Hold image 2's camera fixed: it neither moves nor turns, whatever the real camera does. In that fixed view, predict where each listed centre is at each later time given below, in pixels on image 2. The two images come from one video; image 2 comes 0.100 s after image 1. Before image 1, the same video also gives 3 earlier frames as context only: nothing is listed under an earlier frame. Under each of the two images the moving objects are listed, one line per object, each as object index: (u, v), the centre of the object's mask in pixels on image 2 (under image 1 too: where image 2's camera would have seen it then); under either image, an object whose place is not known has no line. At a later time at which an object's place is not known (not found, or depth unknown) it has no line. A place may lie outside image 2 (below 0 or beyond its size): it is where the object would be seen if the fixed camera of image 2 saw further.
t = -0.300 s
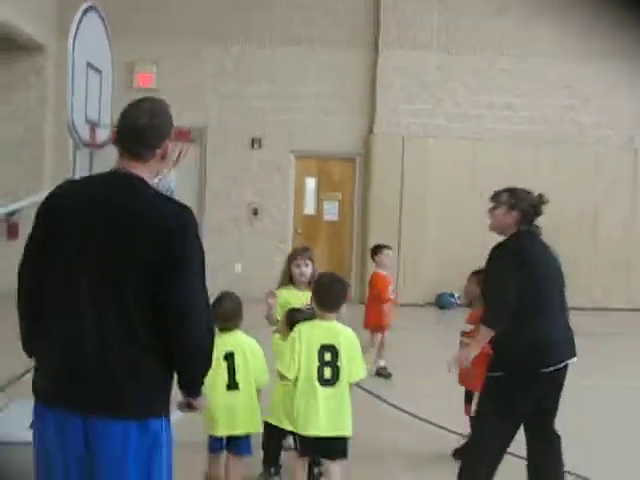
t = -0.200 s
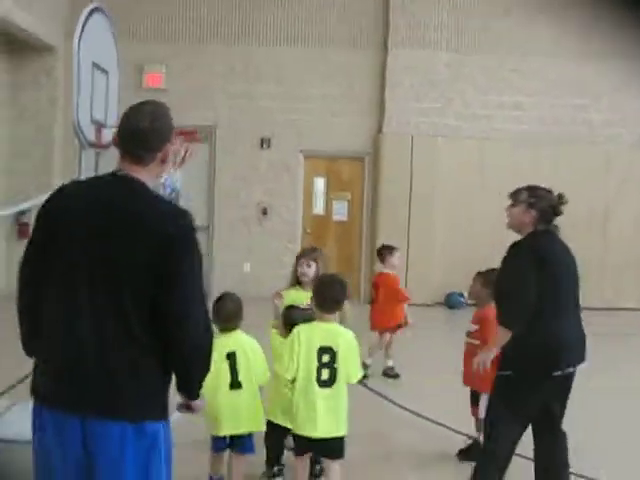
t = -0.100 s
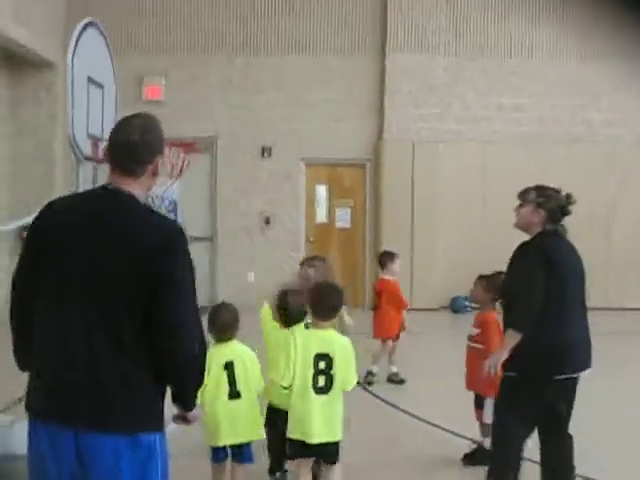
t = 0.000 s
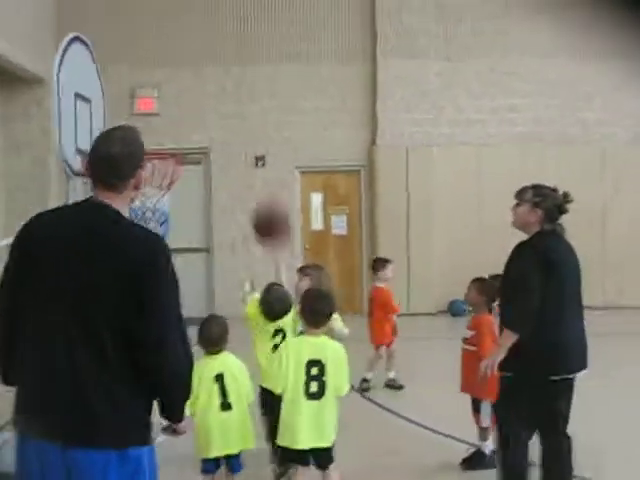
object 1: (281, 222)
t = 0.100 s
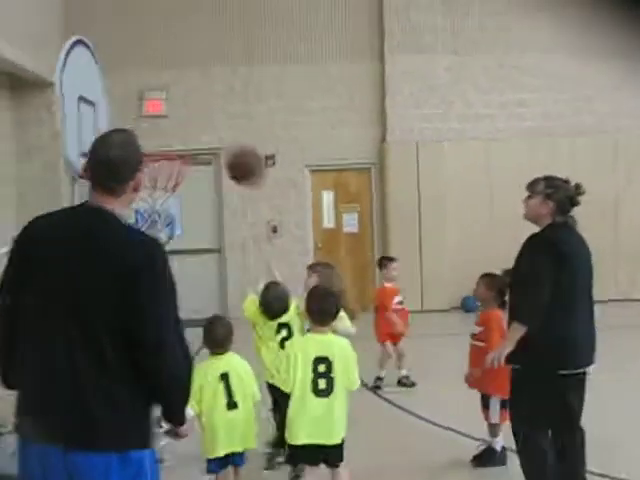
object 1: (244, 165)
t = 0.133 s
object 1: (233, 150)
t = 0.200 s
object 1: (213, 126)
